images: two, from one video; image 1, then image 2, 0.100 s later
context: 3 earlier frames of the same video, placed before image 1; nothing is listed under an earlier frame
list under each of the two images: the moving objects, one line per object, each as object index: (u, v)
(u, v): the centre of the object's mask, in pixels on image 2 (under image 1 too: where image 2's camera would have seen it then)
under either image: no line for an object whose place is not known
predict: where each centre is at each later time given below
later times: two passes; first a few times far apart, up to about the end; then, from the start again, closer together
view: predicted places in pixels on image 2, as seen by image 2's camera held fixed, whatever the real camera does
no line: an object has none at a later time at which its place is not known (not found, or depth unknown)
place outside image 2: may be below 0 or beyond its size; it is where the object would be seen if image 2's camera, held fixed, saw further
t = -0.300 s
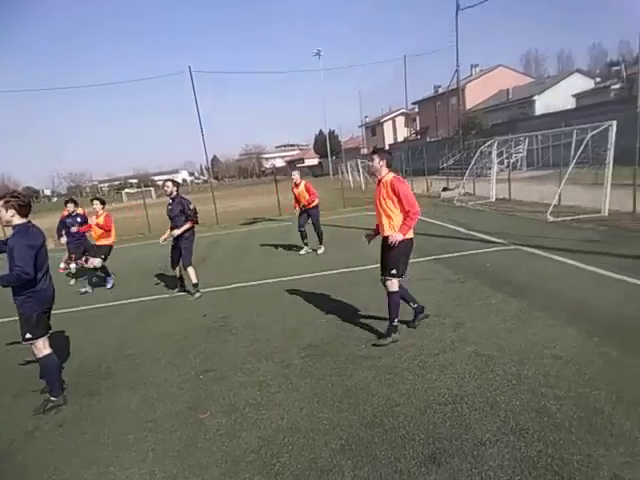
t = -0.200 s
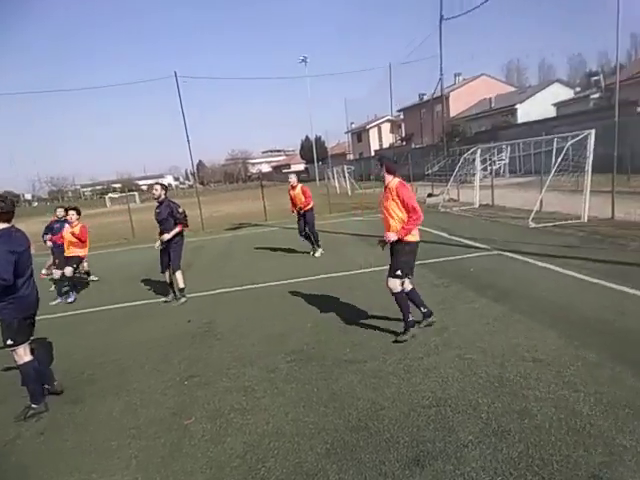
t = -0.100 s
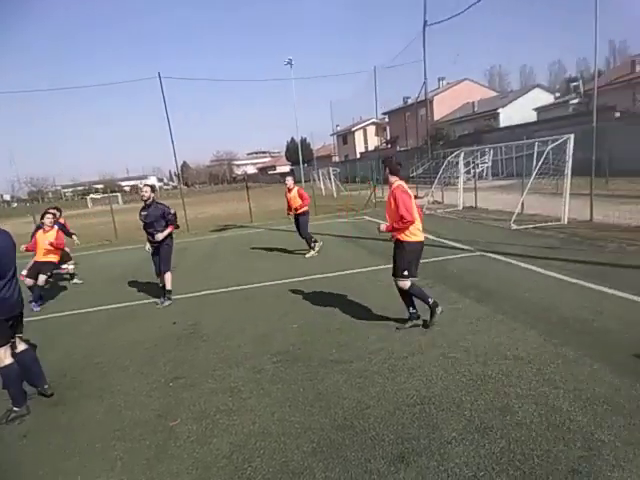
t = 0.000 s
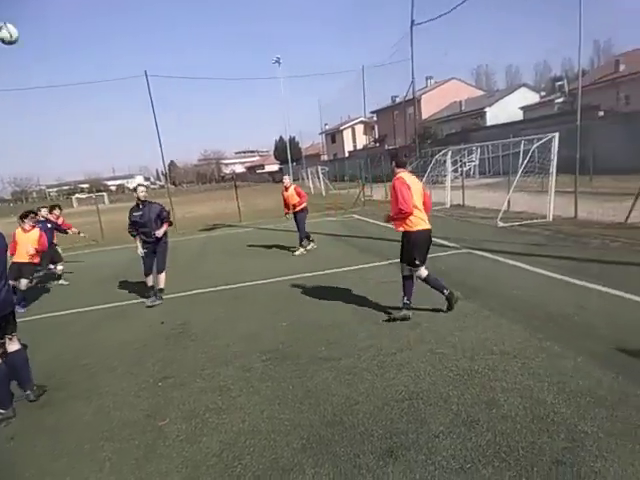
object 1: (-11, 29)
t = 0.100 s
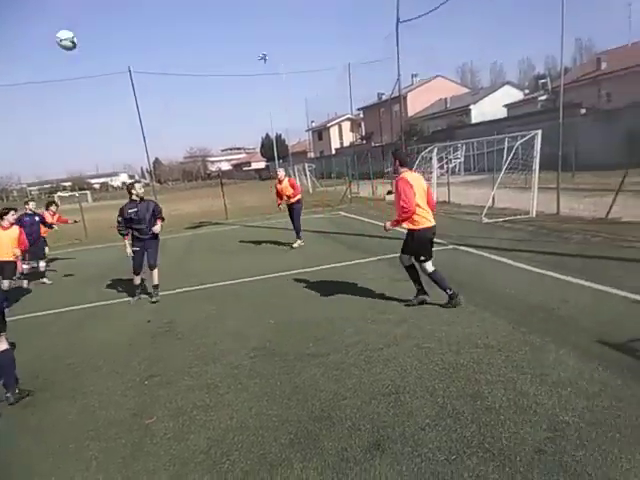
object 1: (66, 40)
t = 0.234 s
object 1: (149, 61)
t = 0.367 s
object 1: (213, 89)
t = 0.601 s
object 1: (294, 144)
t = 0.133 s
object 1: (89, 44)
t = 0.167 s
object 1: (111, 49)
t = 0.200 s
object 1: (130, 55)
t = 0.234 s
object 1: (149, 61)
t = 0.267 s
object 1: (167, 68)
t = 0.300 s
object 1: (183, 74)
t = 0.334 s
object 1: (198, 82)
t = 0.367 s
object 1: (213, 89)
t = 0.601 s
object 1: (294, 144)
